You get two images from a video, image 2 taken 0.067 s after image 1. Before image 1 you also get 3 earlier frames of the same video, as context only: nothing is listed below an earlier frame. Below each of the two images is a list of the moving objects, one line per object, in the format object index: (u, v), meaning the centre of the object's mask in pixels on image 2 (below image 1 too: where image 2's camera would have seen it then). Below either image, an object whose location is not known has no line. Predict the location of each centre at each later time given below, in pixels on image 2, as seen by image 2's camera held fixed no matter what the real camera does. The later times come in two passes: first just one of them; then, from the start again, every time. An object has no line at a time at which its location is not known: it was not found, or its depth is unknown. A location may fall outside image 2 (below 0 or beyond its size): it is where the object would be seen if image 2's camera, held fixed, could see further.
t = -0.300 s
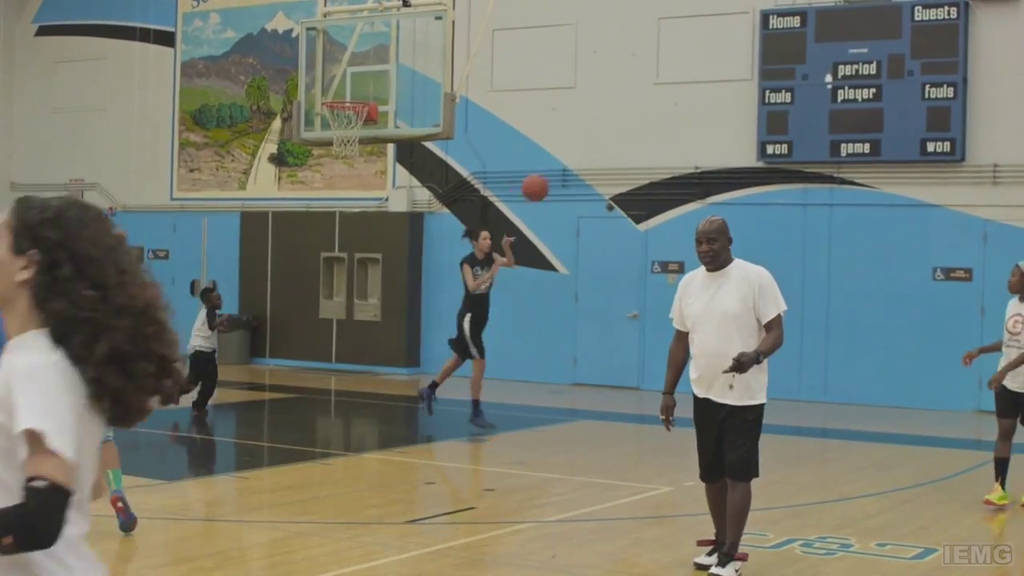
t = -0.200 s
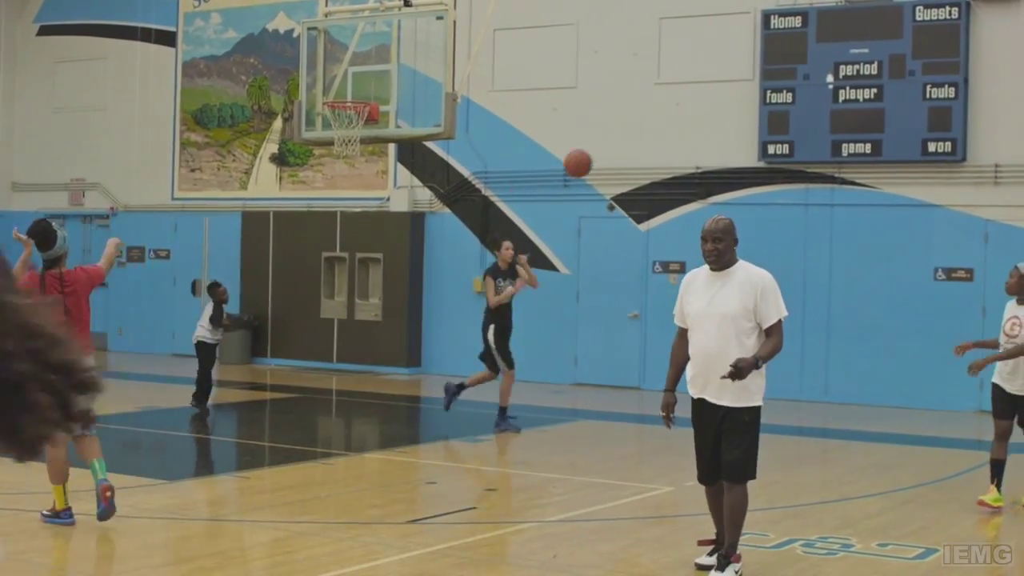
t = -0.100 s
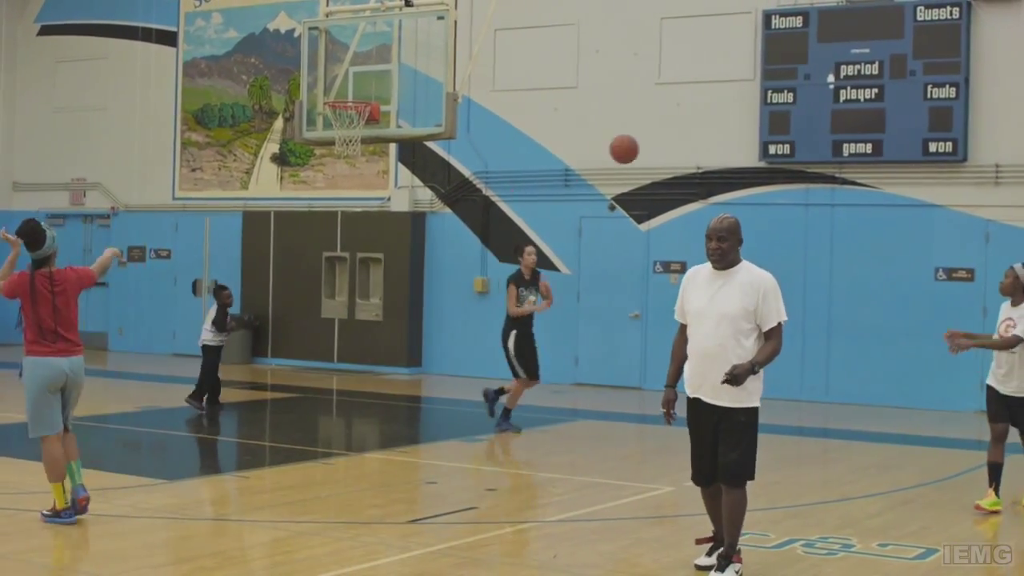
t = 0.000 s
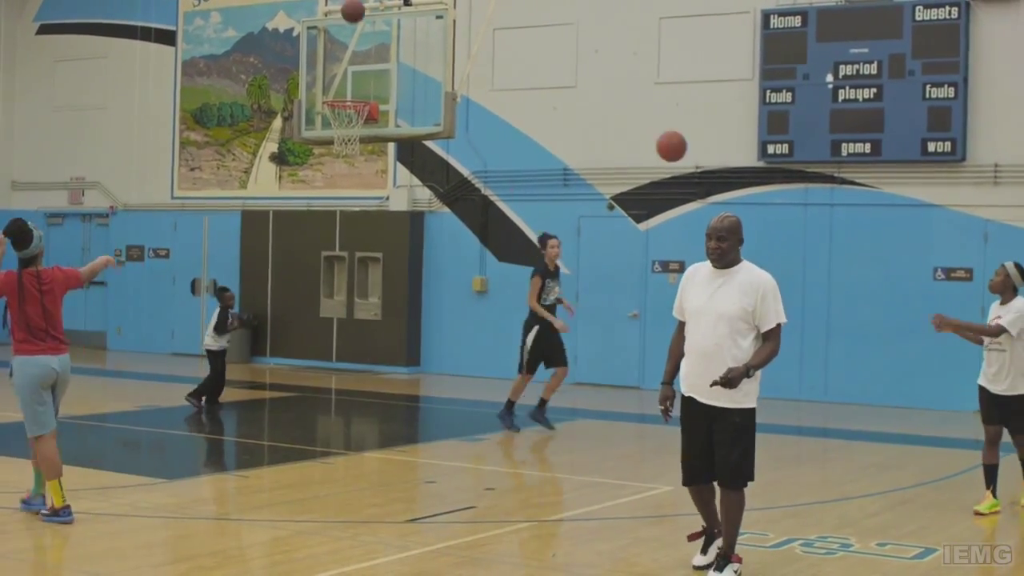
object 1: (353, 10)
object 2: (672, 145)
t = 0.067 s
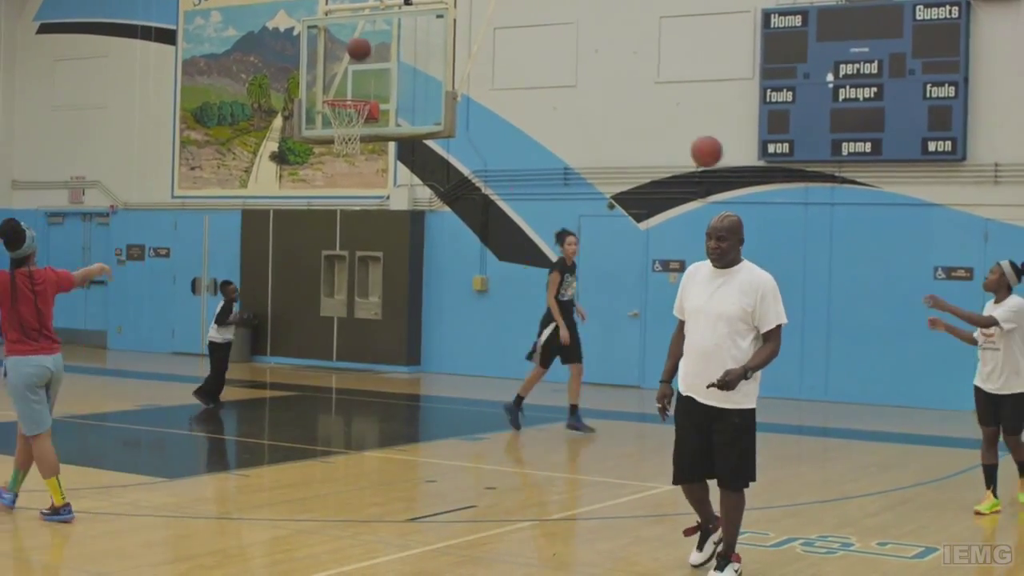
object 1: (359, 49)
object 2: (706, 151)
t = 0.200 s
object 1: (345, 73)
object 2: (782, 182)
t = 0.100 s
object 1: (362, 70)
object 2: (724, 156)
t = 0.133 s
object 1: (364, 89)
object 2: (743, 163)
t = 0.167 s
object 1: (357, 87)
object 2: (763, 172)
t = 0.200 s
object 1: (345, 73)
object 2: (782, 182)
